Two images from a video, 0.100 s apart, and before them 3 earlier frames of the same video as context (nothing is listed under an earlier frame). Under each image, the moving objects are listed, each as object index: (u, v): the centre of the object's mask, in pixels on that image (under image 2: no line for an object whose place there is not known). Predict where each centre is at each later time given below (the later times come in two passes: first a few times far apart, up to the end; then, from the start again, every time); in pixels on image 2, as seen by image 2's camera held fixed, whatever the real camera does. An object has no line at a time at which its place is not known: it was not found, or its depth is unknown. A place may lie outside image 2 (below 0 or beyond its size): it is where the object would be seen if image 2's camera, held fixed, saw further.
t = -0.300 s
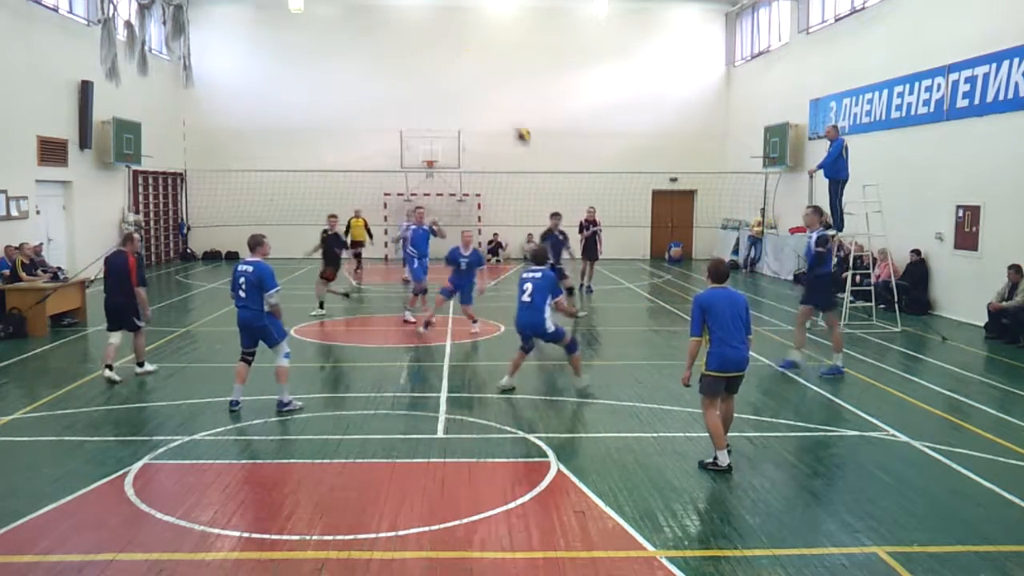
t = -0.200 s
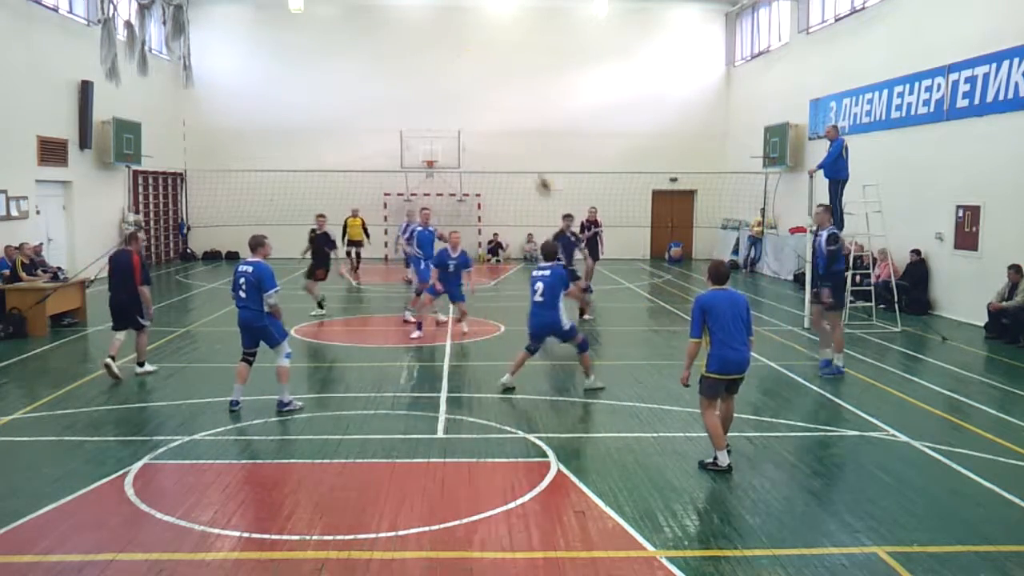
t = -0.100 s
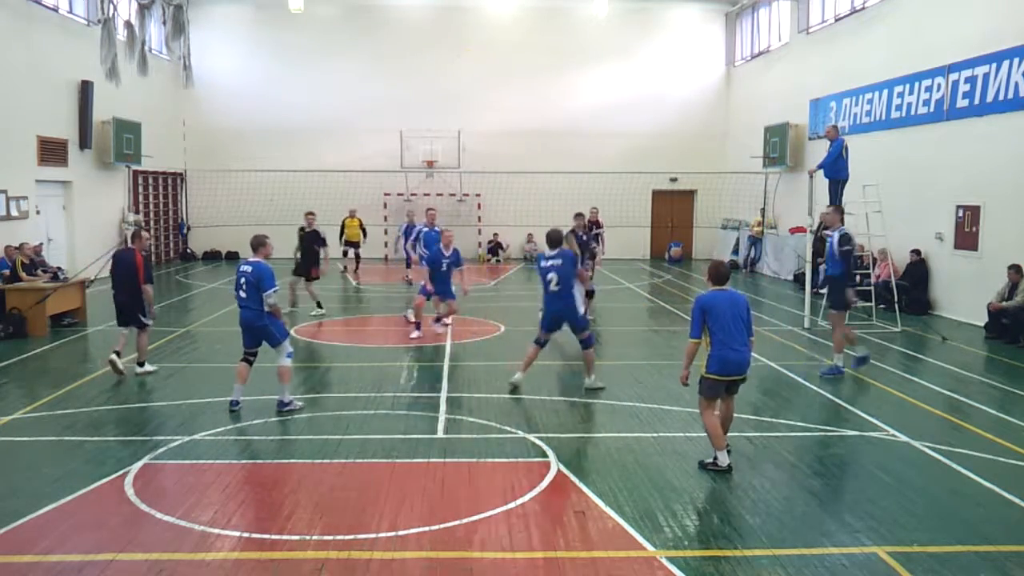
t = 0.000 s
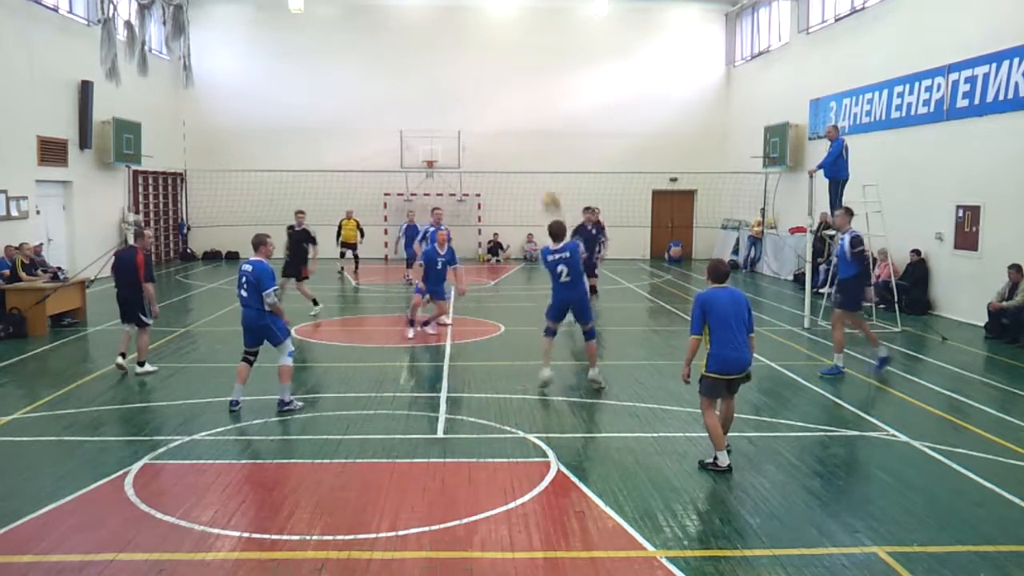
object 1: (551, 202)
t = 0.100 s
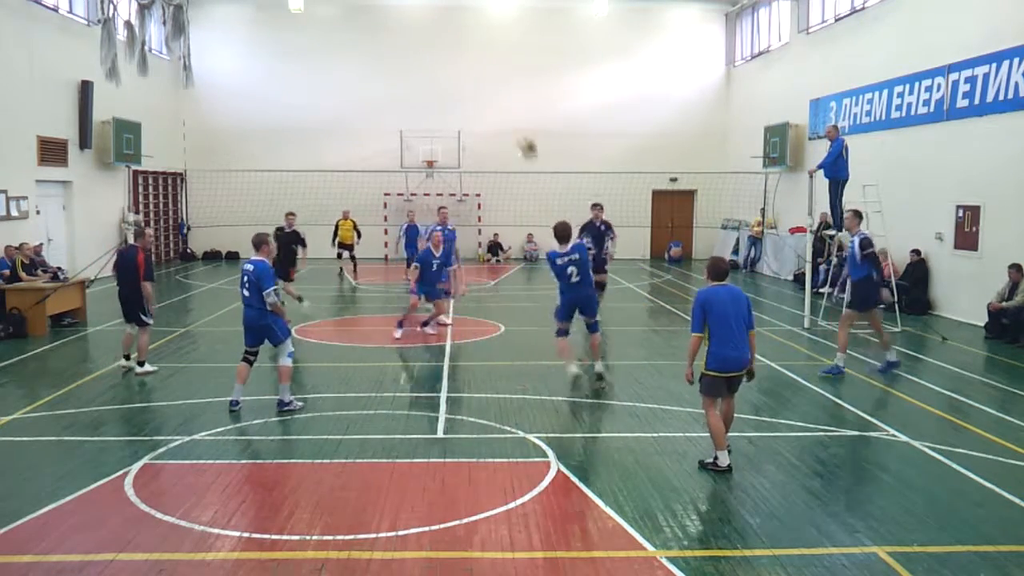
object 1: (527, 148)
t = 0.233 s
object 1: (499, 93)
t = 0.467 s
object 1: (455, 44)
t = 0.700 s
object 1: (418, 41)
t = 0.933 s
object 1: (387, 77)
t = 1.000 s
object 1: (379, 93)
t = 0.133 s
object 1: (521, 132)
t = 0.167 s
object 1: (514, 118)
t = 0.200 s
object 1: (506, 105)
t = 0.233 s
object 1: (499, 93)
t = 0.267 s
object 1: (493, 83)
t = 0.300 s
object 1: (486, 74)
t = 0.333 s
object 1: (479, 65)
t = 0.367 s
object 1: (473, 59)
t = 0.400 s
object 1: (467, 53)
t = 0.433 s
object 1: (461, 48)
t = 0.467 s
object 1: (455, 44)
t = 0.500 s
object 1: (450, 41)
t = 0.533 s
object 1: (444, 38)
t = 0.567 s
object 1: (439, 37)
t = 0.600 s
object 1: (433, 37)
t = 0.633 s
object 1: (428, 37)
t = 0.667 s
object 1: (423, 39)
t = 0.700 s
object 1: (418, 41)
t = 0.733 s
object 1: (413, 44)
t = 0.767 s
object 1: (409, 48)
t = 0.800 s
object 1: (404, 52)
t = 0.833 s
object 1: (400, 58)
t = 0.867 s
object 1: (395, 63)
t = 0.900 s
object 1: (391, 70)
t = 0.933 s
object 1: (387, 77)
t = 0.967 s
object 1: (383, 85)
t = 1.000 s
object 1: (379, 93)
